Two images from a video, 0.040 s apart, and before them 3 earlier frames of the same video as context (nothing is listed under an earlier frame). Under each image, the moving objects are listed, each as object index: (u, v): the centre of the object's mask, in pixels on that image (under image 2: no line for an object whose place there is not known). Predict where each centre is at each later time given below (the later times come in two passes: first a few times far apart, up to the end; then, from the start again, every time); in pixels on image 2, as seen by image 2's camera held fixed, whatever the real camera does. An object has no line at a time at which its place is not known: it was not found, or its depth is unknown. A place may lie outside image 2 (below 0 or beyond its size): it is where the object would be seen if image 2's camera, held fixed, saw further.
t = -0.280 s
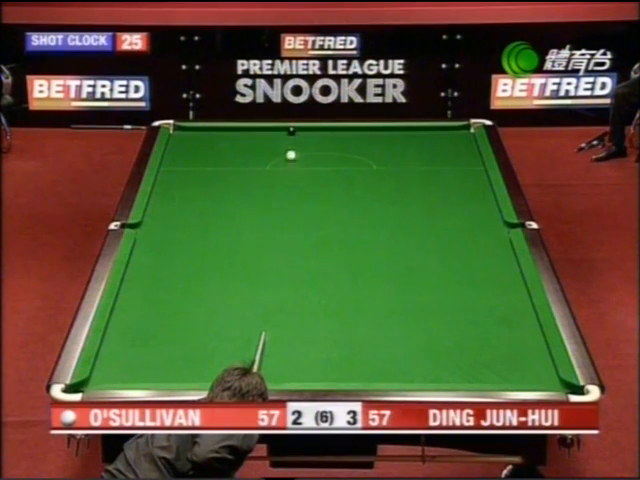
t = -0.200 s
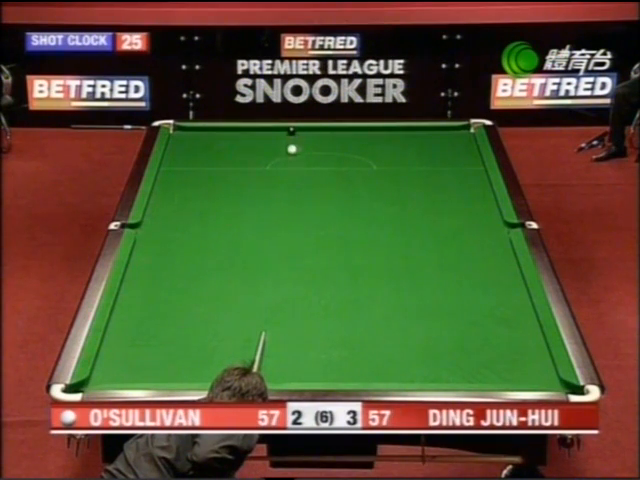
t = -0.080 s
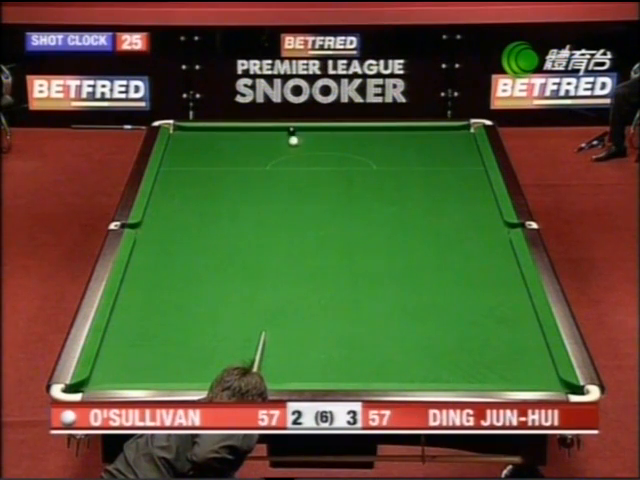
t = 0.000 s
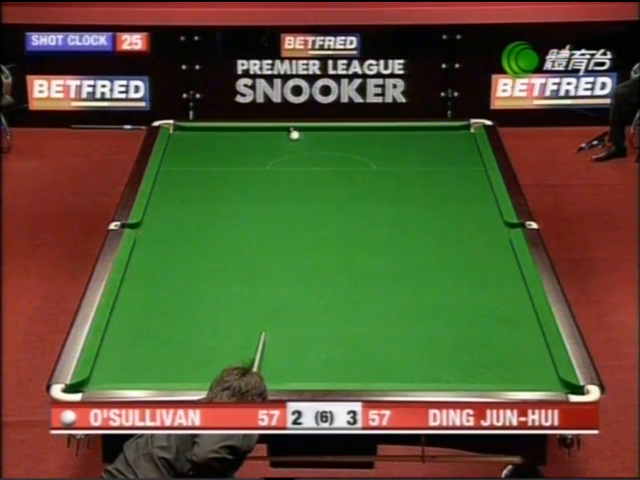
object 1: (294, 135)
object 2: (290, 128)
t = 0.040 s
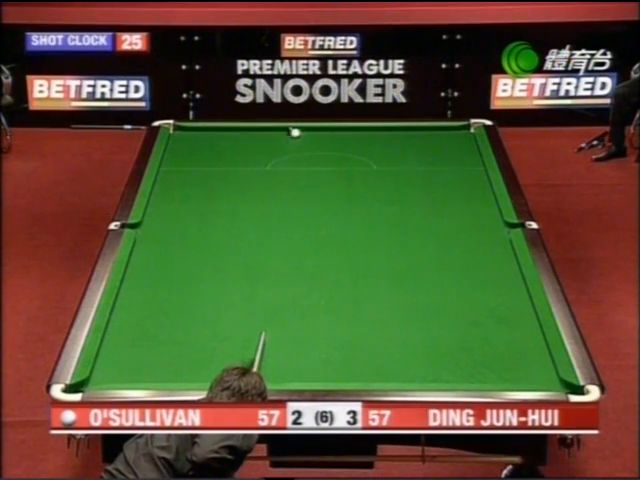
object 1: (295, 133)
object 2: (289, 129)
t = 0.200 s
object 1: (307, 130)
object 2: (283, 132)
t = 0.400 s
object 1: (321, 131)
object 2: (276, 140)
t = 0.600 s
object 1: (334, 134)
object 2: (270, 147)
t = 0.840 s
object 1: (350, 137)
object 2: (262, 155)
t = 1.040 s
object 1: (363, 140)
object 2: (256, 162)
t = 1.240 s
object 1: (375, 142)
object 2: (249, 169)
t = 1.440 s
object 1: (387, 145)
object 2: (242, 176)
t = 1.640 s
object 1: (399, 147)
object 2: (236, 183)
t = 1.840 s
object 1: (411, 150)
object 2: (230, 190)
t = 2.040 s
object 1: (421, 152)
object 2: (223, 197)
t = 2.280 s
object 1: (434, 155)
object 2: (215, 205)
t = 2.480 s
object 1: (443, 157)
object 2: (209, 212)
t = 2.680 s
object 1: (453, 159)
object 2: (203, 218)
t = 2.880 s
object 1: (462, 161)
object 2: (197, 225)
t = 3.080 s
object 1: (470, 163)
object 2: (191, 232)
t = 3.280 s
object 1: (478, 165)
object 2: (186, 238)
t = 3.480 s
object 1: (478, 166)
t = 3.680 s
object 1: (475, 168)
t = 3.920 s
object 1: (472, 169)
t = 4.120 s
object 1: (469, 170)
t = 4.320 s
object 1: (467, 171)
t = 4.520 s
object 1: (465, 171)
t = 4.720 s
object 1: (464, 172)
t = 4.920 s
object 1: (464, 172)
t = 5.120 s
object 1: (464, 172)
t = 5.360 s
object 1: (464, 172)
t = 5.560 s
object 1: (463, 172)
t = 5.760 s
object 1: (464, 172)
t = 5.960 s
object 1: (464, 173)
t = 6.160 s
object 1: (463, 172)
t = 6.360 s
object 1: (463, 172)
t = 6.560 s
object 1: (464, 172)
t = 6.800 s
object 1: (464, 173)
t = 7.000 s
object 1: (464, 173)
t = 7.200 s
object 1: (464, 173)
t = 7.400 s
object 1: (464, 173)
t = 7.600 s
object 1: (464, 173)
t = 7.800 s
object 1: (464, 173)
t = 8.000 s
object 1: (464, 173)
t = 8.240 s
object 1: (463, 172)
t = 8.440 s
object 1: (464, 173)
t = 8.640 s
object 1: (463, 172)
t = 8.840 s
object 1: (464, 173)
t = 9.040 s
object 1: (464, 172)
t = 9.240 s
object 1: (464, 173)
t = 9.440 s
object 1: (463, 173)
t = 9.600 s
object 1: (463, 173)
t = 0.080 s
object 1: (298, 132)
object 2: (287, 128)
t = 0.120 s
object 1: (302, 132)
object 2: (286, 129)
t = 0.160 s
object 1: (305, 131)
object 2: (284, 131)
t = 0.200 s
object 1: (307, 130)
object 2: (283, 132)
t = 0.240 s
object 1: (310, 129)
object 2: (282, 134)
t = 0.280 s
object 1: (313, 129)
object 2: (280, 136)
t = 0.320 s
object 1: (316, 129)
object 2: (279, 137)
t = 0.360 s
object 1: (318, 130)
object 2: (277, 138)
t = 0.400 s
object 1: (321, 131)
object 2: (276, 140)
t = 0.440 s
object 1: (324, 131)
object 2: (275, 141)
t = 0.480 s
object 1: (326, 132)
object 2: (274, 142)
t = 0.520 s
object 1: (329, 132)
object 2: (273, 144)
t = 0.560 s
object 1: (332, 133)
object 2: (272, 145)
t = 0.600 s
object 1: (334, 134)
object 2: (270, 147)
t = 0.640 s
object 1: (337, 134)
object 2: (269, 148)
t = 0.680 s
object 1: (340, 134)
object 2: (268, 150)
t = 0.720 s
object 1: (342, 135)
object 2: (266, 151)
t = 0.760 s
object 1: (345, 136)
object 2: (265, 152)
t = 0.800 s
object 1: (348, 136)
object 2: (264, 153)
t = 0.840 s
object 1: (350, 137)
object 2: (262, 155)
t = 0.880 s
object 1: (353, 137)
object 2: (261, 156)
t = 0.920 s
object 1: (355, 138)
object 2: (260, 158)
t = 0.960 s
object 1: (358, 138)
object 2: (258, 159)
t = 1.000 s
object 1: (360, 139)
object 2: (257, 160)
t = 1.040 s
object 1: (363, 140)
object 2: (256, 162)
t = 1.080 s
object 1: (365, 140)
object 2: (254, 163)
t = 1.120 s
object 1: (368, 141)
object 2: (253, 165)
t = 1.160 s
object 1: (370, 141)
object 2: (252, 166)
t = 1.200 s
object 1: (373, 142)
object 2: (251, 167)
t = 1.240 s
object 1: (375, 142)
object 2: (249, 169)
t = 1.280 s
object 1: (378, 143)
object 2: (248, 170)
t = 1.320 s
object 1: (380, 144)
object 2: (246, 172)
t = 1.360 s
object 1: (383, 144)
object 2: (245, 173)
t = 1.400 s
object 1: (385, 145)
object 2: (244, 174)
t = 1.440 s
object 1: (387, 145)
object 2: (242, 176)
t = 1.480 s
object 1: (390, 145)
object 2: (241, 177)
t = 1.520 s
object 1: (392, 146)
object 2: (240, 179)
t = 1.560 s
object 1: (394, 146)
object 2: (239, 180)
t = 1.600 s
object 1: (397, 147)
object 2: (237, 181)
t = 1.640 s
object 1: (399, 147)
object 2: (236, 183)
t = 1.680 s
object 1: (401, 148)
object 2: (235, 184)
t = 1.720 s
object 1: (403, 149)
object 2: (233, 186)
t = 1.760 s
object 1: (406, 149)
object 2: (232, 187)
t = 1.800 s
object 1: (408, 150)
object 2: (231, 188)
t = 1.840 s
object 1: (411, 150)
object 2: (230, 190)
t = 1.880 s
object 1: (412, 150)
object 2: (228, 191)
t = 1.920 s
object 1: (415, 151)
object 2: (227, 193)
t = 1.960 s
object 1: (417, 151)
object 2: (225, 194)
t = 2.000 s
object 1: (419, 152)
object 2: (224, 195)
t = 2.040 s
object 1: (421, 152)
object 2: (223, 197)
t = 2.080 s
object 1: (423, 153)
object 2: (221, 198)
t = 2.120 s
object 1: (425, 153)
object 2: (220, 199)
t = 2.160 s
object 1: (428, 154)
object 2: (219, 201)
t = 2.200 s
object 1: (429, 154)
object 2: (218, 202)
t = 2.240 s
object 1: (432, 155)
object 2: (216, 203)
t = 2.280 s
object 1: (434, 155)
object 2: (215, 205)
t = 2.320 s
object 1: (436, 155)
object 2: (214, 206)
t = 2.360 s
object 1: (437, 156)
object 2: (213, 208)
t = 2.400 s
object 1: (440, 156)
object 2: (212, 209)
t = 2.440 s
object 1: (441, 157)
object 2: (210, 210)
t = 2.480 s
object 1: (443, 157)
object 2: (209, 212)
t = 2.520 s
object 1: (445, 158)
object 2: (208, 213)
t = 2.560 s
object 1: (447, 158)
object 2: (207, 215)
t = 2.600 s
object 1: (449, 158)
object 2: (205, 216)
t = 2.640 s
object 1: (451, 159)
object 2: (204, 217)
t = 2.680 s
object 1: (453, 159)
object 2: (203, 218)
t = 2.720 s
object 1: (455, 160)
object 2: (202, 220)
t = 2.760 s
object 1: (456, 160)
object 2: (200, 221)
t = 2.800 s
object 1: (458, 160)
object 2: (200, 223)
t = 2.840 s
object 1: (460, 161)
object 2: (198, 224)
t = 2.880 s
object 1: (462, 161)
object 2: (197, 225)
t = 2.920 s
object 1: (464, 162)
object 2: (196, 227)
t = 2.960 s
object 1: (465, 162)
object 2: (195, 228)
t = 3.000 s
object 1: (467, 162)
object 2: (193, 229)
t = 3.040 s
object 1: (469, 163)
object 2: (192, 230)
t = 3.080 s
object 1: (470, 163)
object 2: (191, 232)
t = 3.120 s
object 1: (472, 163)
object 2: (190, 233)
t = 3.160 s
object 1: (473, 164)
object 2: (189, 234)
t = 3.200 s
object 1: (475, 164)
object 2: (188, 235)
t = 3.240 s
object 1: (477, 165)
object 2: (187, 237)
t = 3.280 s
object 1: (478, 165)
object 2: (186, 238)
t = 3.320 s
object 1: (480, 165)
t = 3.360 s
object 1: (480, 165)
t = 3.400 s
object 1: (479, 166)
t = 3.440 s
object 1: (479, 166)
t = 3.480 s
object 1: (478, 166)
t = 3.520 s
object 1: (477, 167)
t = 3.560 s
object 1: (477, 167)
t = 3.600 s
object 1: (476, 167)
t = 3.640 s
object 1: (476, 167)
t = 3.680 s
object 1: (475, 168)
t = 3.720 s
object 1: (474, 168)
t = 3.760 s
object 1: (474, 168)
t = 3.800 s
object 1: (473, 168)
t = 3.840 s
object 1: (473, 168)
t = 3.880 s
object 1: (472, 169)
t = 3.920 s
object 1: (472, 169)
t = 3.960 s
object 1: (471, 169)
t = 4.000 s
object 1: (471, 169)
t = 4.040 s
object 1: (470, 169)
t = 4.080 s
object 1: (470, 170)
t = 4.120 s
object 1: (469, 170)
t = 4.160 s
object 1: (469, 170)
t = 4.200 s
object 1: (468, 170)
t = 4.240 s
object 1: (468, 170)
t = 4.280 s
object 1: (467, 170)
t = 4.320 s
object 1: (467, 171)
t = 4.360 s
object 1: (467, 171)
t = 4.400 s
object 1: (466, 171)
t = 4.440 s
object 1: (466, 171)
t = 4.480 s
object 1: (466, 171)
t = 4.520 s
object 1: (465, 171)
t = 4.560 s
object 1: (465, 171)
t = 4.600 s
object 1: (465, 172)
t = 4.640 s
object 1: (465, 172)
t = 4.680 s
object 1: (465, 172)
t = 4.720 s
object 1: (464, 172)
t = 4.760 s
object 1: (464, 172)
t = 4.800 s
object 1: (464, 172)
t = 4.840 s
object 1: (464, 172)
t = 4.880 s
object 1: (464, 172)
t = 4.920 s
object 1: (464, 172)
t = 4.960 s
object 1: (464, 172)
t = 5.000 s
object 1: (463, 172)
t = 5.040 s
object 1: (464, 172)
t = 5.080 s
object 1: (464, 172)
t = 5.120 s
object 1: (464, 172)
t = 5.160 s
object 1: (464, 172)
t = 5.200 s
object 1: (464, 172)
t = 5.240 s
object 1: (464, 172)
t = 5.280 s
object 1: (464, 172)
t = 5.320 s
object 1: (464, 172)
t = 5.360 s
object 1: (464, 172)
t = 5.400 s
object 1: (464, 172)
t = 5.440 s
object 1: (464, 172)
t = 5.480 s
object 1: (464, 172)
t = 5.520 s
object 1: (464, 172)
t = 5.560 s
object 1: (463, 172)
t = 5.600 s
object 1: (463, 172)
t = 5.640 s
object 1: (464, 172)
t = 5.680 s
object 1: (464, 172)
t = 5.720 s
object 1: (464, 172)
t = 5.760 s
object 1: (464, 172)
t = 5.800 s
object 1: (464, 172)
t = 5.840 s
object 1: (464, 172)
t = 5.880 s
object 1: (464, 172)
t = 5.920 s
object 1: (464, 172)
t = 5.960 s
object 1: (464, 173)
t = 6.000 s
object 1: (464, 172)
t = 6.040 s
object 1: (464, 173)
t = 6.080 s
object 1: (464, 172)
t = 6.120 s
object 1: (464, 172)
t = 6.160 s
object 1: (463, 172)
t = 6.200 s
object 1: (464, 172)
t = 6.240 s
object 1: (463, 172)
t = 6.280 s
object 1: (463, 173)
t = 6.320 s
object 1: (463, 172)
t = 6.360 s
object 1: (463, 172)
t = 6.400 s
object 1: (464, 173)
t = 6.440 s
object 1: (464, 172)
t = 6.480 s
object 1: (464, 173)
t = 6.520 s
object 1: (464, 172)
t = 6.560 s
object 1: (464, 172)
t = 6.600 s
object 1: (464, 173)
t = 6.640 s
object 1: (464, 172)
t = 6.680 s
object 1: (464, 172)
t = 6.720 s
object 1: (464, 173)
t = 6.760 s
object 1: (464, 172)
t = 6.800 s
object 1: (464, 173)
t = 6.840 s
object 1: (464, 173)
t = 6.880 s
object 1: (464, 173)
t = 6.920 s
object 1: (464, 173)
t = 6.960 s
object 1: (464, 173)
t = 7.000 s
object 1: (464, 173)
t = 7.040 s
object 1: (464, 173)
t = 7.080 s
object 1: (464, 173)
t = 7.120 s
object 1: (464, 173)
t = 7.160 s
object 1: (464, 173)
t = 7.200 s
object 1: (464, 173)
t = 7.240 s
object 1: (464, 173)
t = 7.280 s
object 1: (464, 173)
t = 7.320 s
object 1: (464, 173)
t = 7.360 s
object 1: (464, 173)
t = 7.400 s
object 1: (464, 173)
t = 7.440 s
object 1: (464, 173)
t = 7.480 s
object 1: (464, 173)
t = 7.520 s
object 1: (464, 173)
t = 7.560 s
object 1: (464, 173)
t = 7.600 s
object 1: (464, 173)
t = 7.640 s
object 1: (464, 173)
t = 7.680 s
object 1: (464, 173)
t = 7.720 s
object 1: (464, 173)
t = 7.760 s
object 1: (464, 173)
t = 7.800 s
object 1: (464, 173)
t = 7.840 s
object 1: (463, 172)
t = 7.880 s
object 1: (464, 173)
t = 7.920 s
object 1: (464, 173)
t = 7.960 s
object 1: (464, 173)
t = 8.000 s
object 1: (464, 173)
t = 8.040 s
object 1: (464, 173)
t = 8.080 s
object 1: (464, 172)
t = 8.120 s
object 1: (464, 173)
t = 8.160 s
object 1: (464, 173)
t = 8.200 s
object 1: (463, 172)
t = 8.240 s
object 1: (463, 172)
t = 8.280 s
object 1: (464, 173)
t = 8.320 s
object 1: (463, 172)
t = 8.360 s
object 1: (463, 172)
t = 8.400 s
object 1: (463, 173)
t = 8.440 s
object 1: (464, 173)
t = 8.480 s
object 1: (464, 172)
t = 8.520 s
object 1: (464, 172)
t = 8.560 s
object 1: (464, 172)
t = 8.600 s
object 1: (464, 173)
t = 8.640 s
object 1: (463, 172)
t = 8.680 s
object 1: (464, 173)
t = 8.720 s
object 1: (464, 172)
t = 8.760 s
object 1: (464, 173)
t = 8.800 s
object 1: (464, 172)
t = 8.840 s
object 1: (464, 173)
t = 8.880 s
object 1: (464, 173)
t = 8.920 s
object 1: (464, 172)
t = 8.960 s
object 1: (464, 173)
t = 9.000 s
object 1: (464, 173)
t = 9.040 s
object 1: (464, 172)
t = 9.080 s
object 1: (464, 172)
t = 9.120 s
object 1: (464, 173)
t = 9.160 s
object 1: (464, 173)
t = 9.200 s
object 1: (463, 173)
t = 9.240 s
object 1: (464, 173)
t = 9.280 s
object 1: (464, 172)
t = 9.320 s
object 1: (464, 173)
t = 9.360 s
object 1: (463, 173)
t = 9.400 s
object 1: (463, 173)
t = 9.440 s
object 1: (463, 173)
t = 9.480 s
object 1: (464, 173)
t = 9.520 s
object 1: (463, 173)
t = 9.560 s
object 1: (464, 173)
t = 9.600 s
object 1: (463, 173)
